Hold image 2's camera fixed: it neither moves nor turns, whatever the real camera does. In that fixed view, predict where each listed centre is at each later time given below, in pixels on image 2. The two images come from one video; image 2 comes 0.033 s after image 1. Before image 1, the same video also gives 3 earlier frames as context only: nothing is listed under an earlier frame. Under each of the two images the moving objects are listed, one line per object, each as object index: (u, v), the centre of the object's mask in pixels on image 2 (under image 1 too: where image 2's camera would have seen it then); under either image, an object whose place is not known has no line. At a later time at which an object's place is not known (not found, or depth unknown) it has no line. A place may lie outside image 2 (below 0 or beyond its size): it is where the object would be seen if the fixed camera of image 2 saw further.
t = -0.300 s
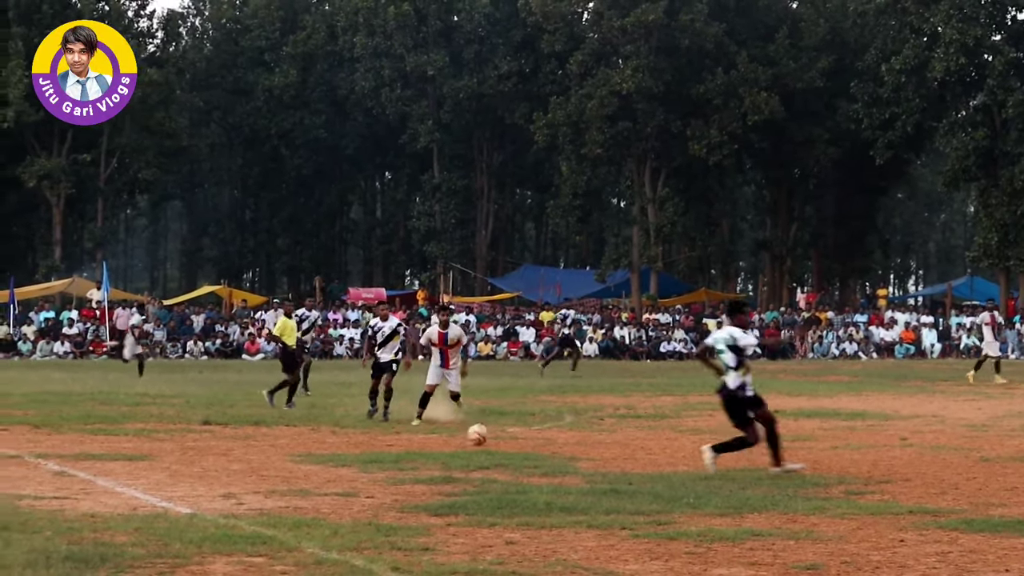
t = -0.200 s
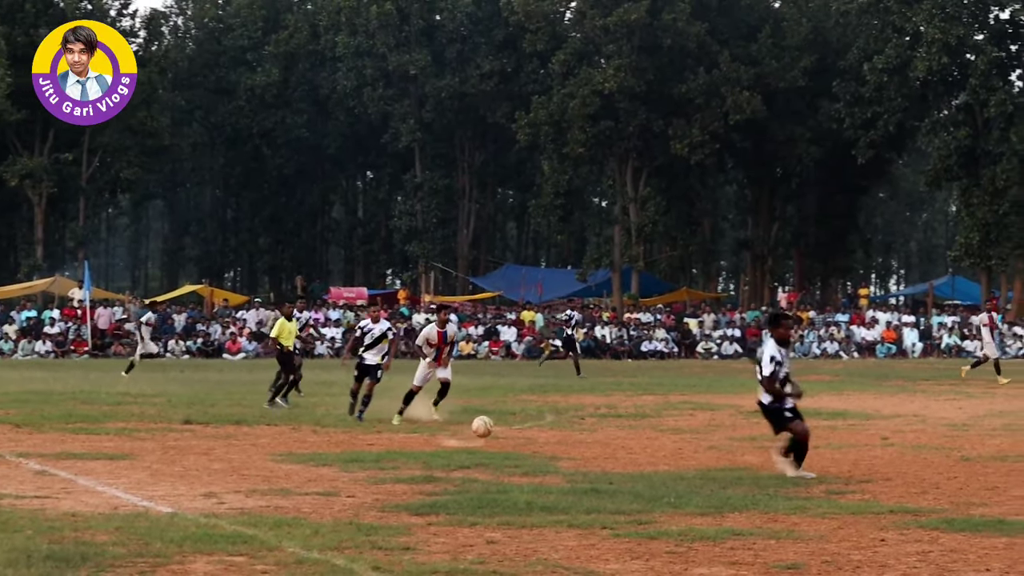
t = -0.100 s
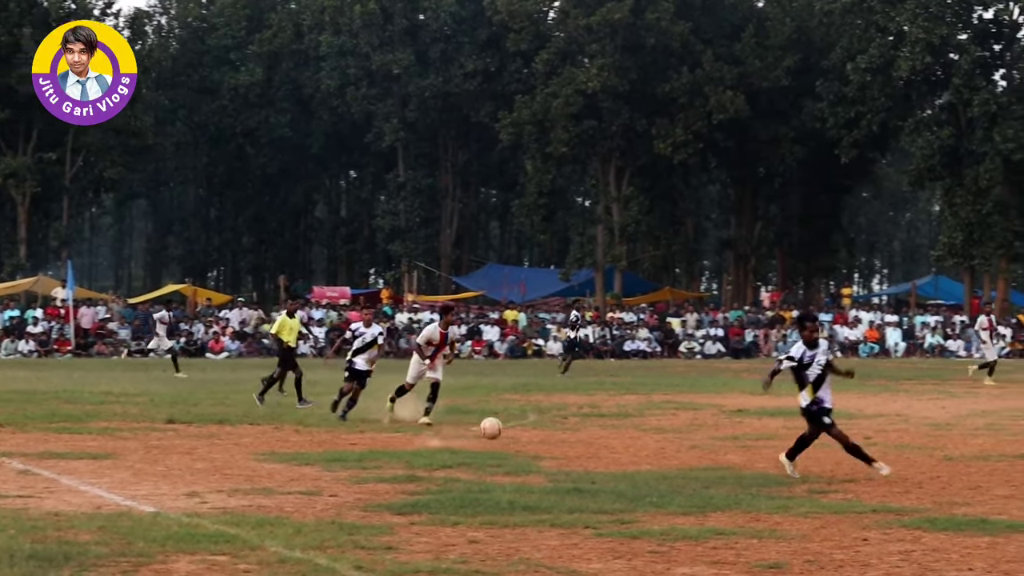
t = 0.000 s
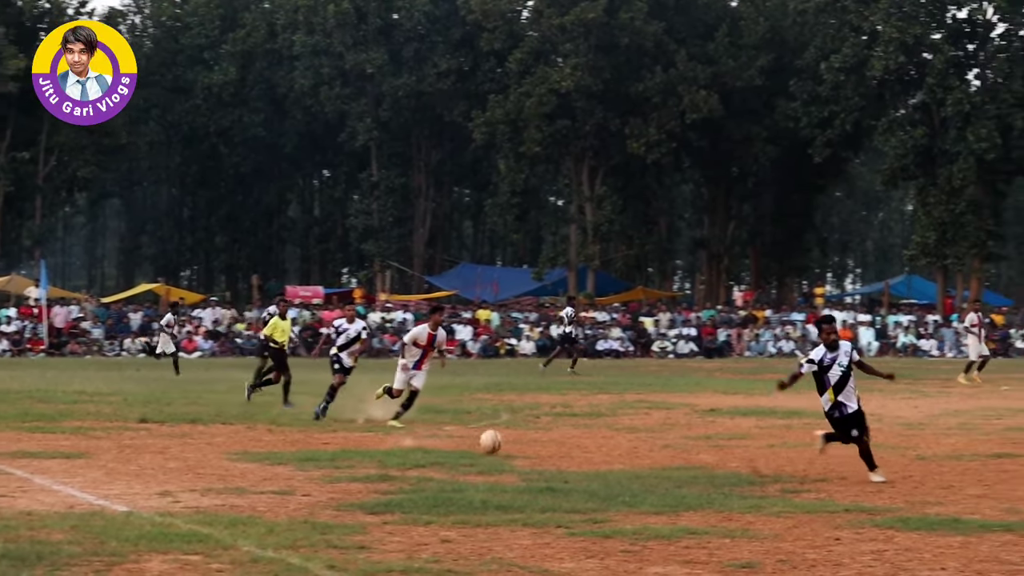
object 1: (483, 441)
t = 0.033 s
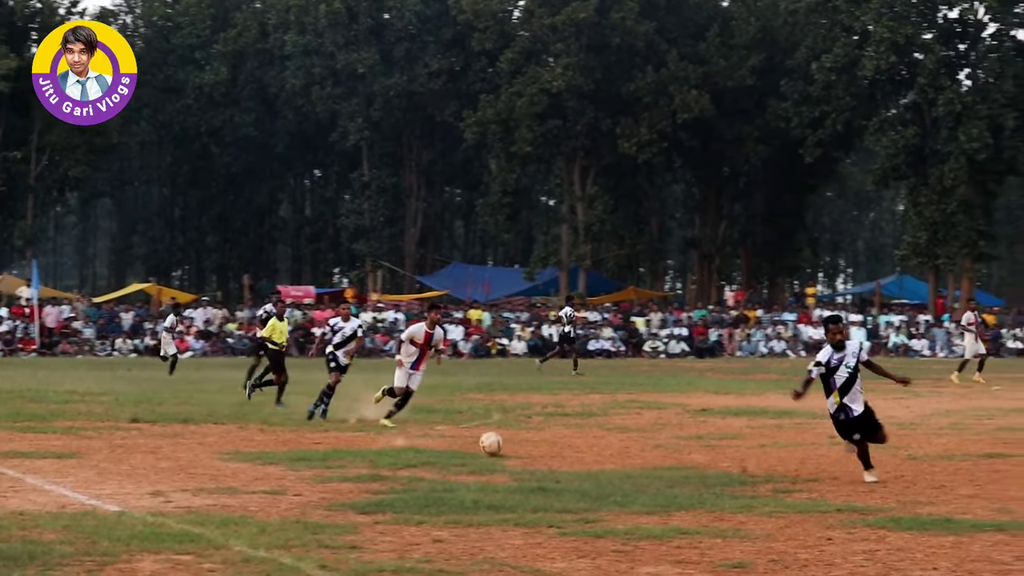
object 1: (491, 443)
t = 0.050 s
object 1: (493, 439)
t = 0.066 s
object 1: (496, 435)
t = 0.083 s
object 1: (499, 431)
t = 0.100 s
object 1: (502, 427)
